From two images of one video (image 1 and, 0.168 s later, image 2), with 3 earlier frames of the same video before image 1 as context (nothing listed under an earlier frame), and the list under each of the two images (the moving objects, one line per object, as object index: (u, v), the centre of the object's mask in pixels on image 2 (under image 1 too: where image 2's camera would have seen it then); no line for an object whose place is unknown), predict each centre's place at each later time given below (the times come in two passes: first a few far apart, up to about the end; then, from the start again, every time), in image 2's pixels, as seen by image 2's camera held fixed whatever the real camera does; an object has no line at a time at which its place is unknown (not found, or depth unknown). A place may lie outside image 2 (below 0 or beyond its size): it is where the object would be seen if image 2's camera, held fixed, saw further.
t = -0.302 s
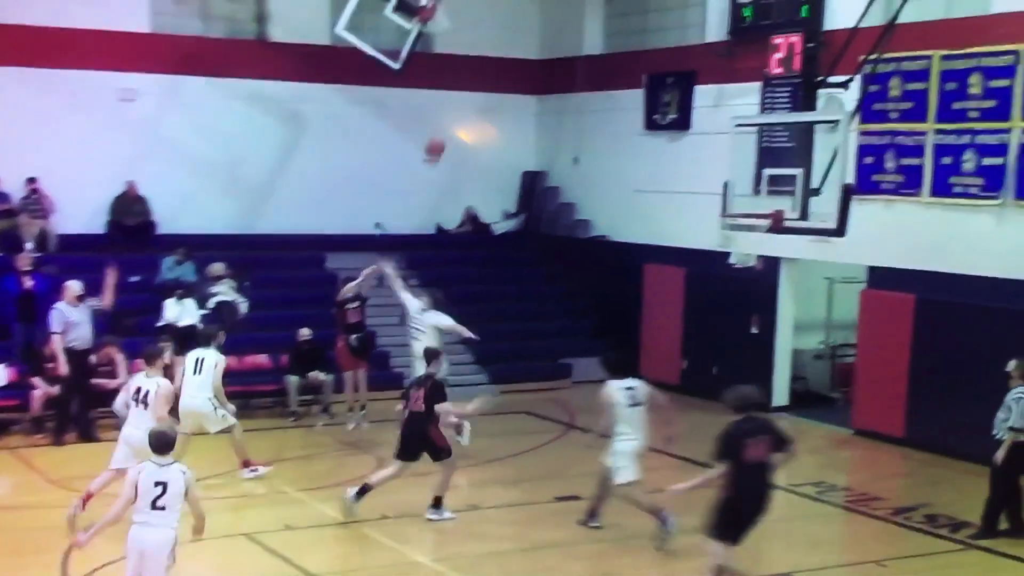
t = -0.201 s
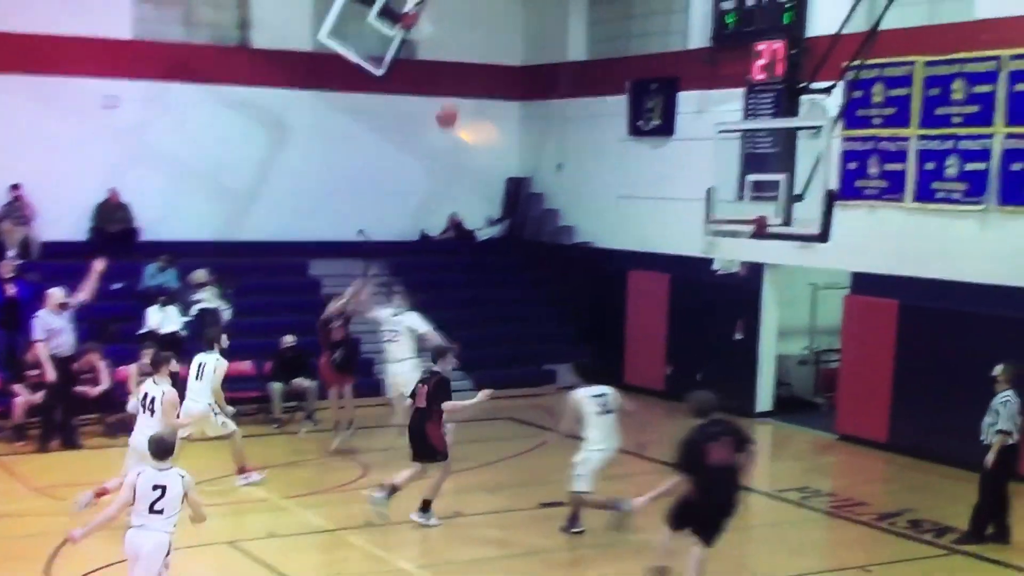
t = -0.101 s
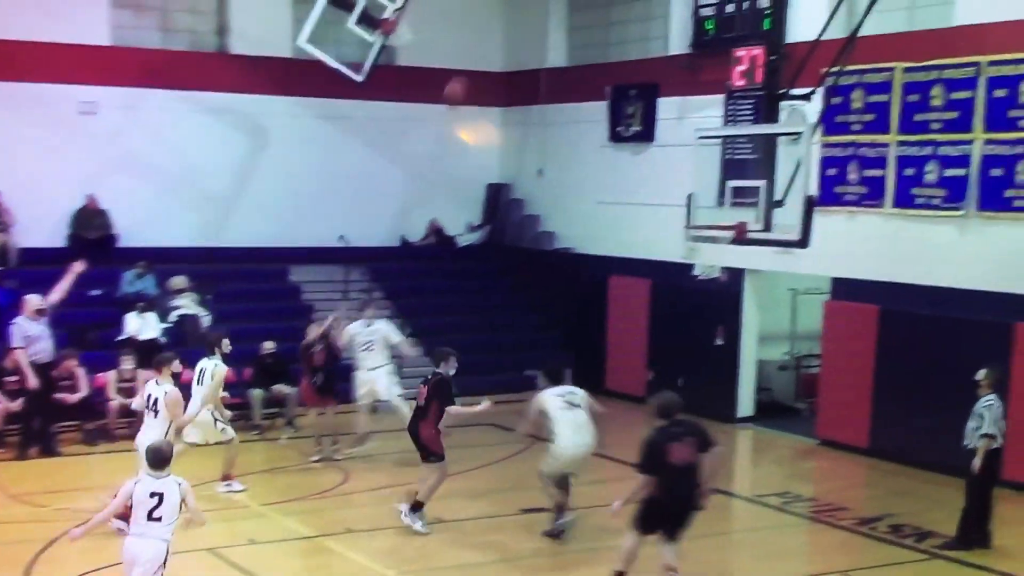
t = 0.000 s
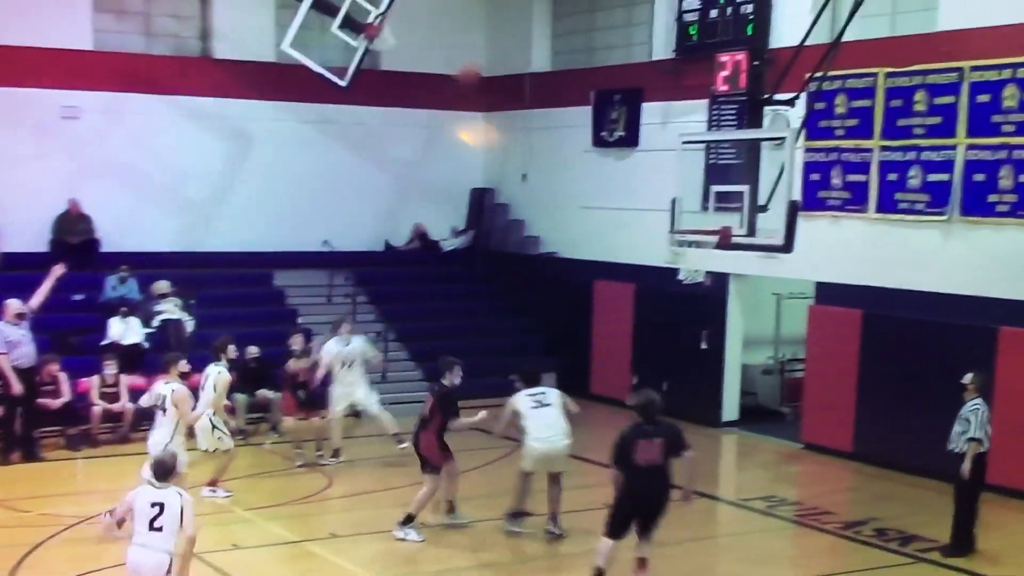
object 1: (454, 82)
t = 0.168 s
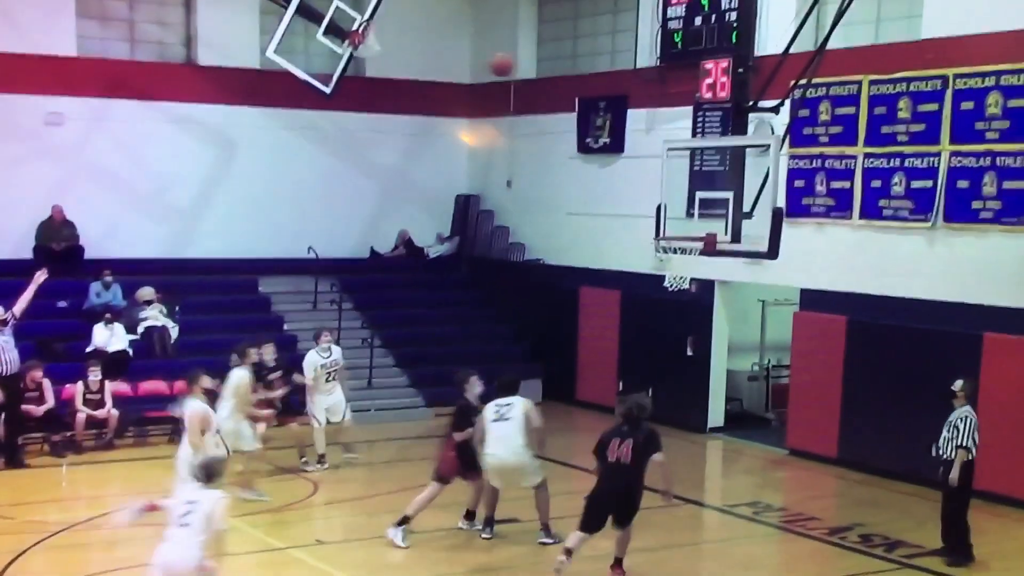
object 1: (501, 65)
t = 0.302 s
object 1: (543, 68)
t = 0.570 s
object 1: (619, 130)
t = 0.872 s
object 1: (700, 196)
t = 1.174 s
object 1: (723, 181)
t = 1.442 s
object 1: (707, 238)
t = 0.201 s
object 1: (512, 64)
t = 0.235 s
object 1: (522, 64)
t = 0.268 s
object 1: (533, 66)
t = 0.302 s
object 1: (543, 68)
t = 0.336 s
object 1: (553, 70)
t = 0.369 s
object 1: (564, 76)
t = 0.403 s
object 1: (573, 85)
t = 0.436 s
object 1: (583, 91)
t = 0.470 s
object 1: (592, 98)
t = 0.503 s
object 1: (605, 111)
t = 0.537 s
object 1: (616, 124)
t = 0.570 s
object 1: (619, 130)
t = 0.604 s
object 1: (636, 149)
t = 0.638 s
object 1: (647, 167)
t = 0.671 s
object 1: (655, 176)
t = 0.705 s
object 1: (670, 198)
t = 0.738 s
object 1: (677, 214)
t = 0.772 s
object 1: (687, 221)
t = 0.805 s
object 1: (690, 214)
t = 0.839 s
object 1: (695, 206)
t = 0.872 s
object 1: (700, 196)
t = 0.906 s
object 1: (704, 190)
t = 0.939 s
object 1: (708, 185)
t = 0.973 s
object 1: (712, 183)
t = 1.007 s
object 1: (715, 180)
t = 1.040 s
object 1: (719, 178)
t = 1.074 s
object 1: (723, 179)
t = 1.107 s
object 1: (725, 179)
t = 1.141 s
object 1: (724, 180)
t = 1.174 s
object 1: (723, 181)
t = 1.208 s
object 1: (722, 183)
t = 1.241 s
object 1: (720, 186)
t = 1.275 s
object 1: (718, 189)
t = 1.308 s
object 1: (715, 197)
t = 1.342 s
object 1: (713, 207)
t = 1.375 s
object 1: (710, 212)
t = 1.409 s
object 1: (708, 224)
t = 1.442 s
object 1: (707, 238)
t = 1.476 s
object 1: (705, 246)
